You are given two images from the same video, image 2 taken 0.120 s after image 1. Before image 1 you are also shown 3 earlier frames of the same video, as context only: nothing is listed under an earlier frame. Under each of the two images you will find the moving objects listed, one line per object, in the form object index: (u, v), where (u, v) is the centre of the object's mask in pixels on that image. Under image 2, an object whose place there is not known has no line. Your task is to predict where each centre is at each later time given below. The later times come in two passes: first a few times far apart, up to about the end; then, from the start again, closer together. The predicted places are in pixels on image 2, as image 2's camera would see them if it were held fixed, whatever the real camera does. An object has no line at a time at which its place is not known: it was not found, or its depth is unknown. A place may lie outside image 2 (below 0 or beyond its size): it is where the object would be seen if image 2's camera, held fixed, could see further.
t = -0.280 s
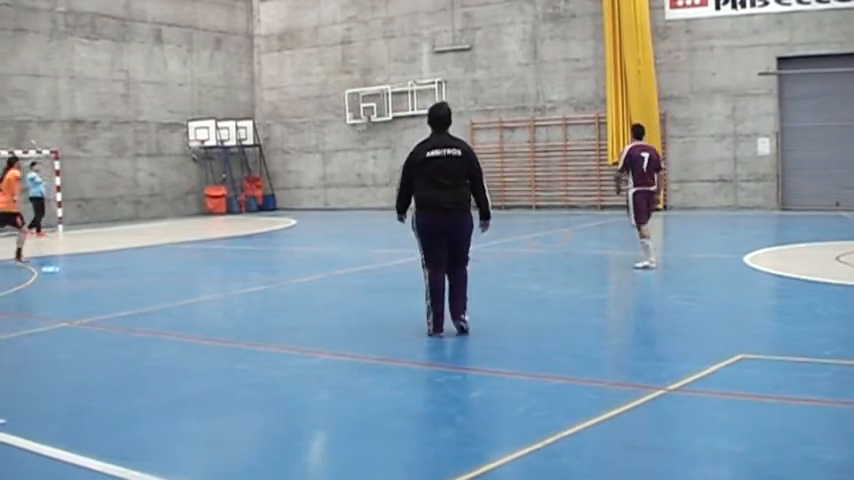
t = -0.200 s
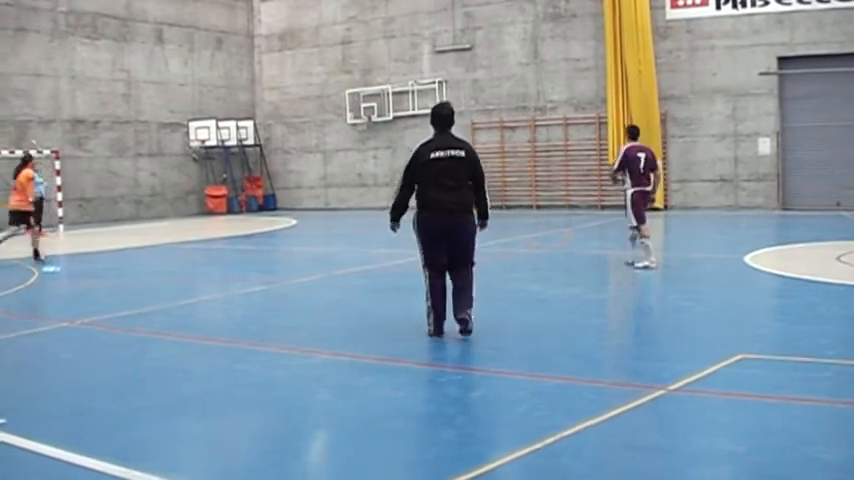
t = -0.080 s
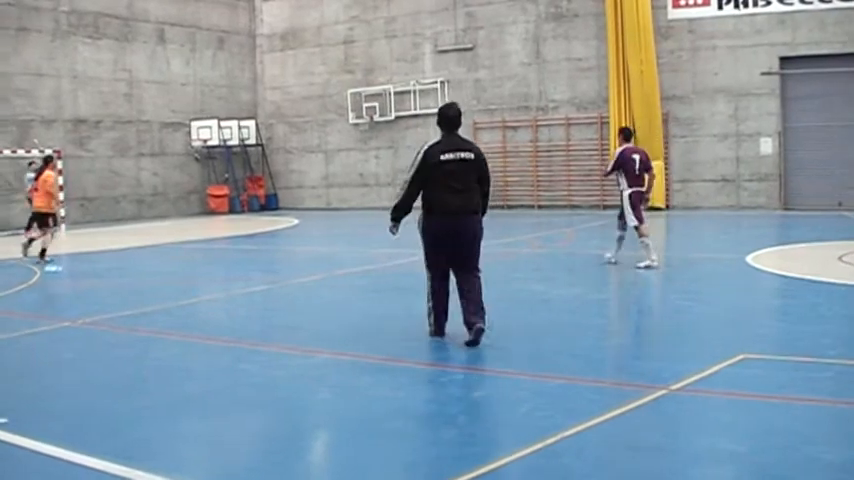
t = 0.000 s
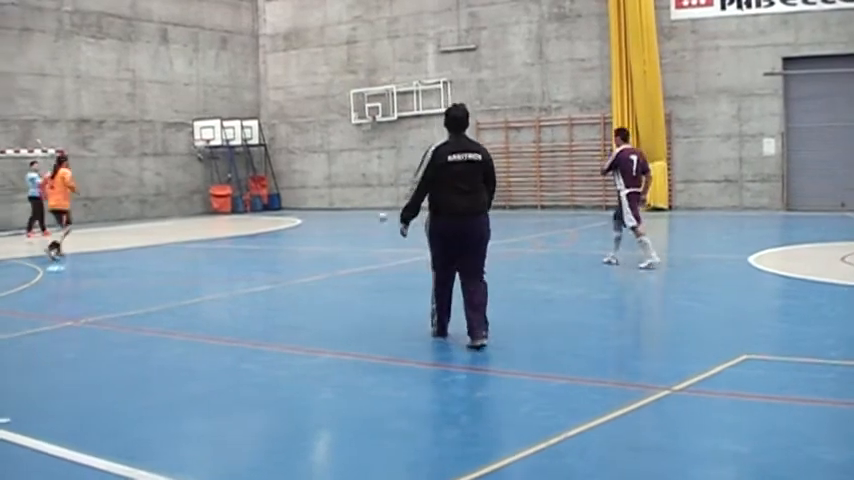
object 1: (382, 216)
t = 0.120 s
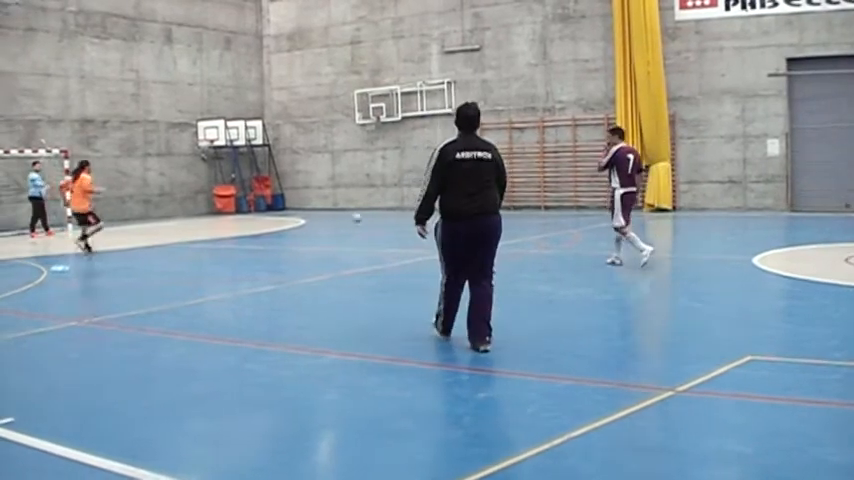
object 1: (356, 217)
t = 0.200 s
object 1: (337, 222)
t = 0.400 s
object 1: (287, 232)
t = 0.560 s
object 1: (247, 239)
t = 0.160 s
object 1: (347, 218)
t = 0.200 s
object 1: (337, 222)
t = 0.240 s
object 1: (327, 224)
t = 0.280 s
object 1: (316, 226)
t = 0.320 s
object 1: (306, 226)
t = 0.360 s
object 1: (296, 231)
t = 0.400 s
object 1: (287, 232)
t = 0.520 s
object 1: (256, 238)
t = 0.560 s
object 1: (247, 239)
